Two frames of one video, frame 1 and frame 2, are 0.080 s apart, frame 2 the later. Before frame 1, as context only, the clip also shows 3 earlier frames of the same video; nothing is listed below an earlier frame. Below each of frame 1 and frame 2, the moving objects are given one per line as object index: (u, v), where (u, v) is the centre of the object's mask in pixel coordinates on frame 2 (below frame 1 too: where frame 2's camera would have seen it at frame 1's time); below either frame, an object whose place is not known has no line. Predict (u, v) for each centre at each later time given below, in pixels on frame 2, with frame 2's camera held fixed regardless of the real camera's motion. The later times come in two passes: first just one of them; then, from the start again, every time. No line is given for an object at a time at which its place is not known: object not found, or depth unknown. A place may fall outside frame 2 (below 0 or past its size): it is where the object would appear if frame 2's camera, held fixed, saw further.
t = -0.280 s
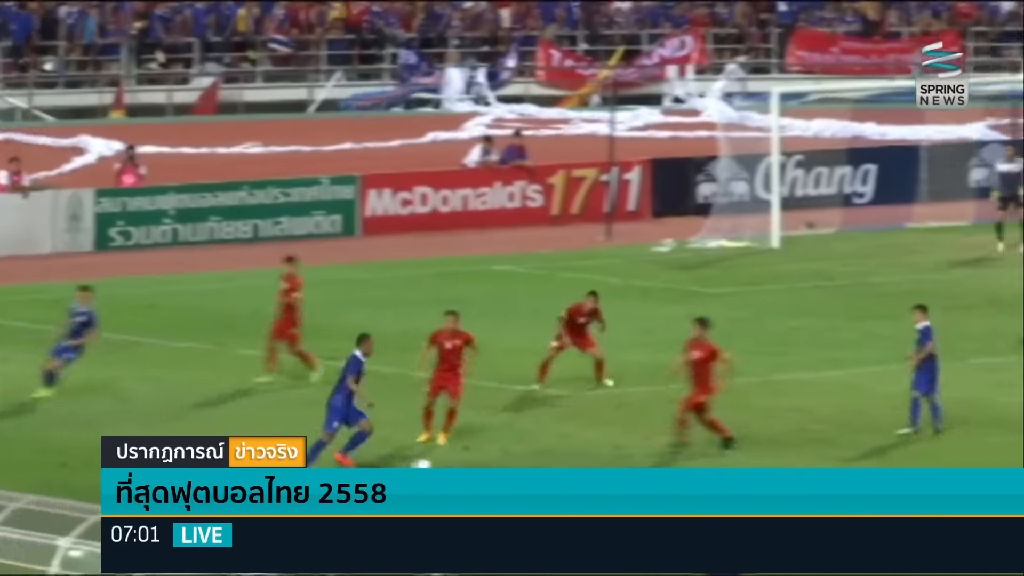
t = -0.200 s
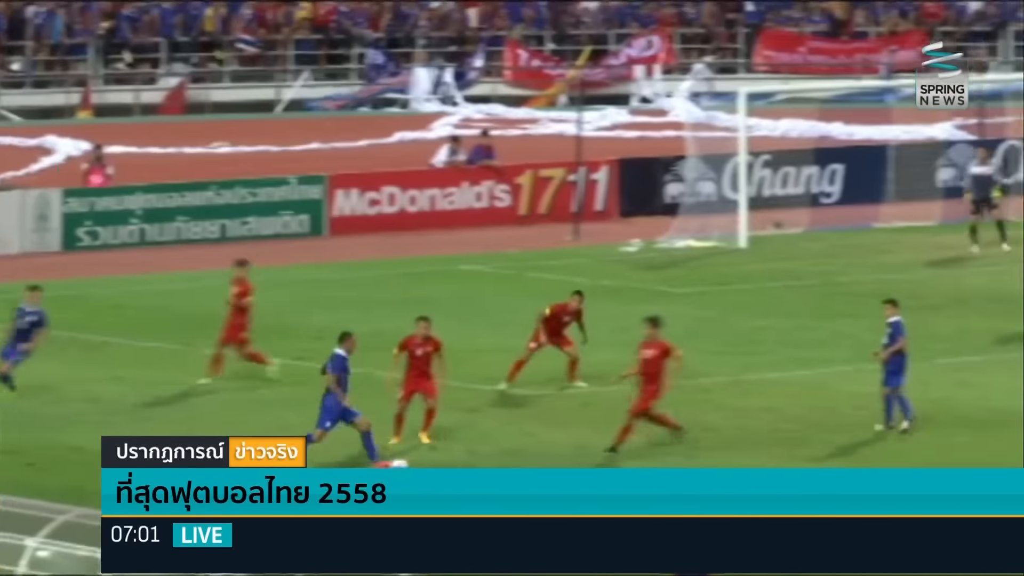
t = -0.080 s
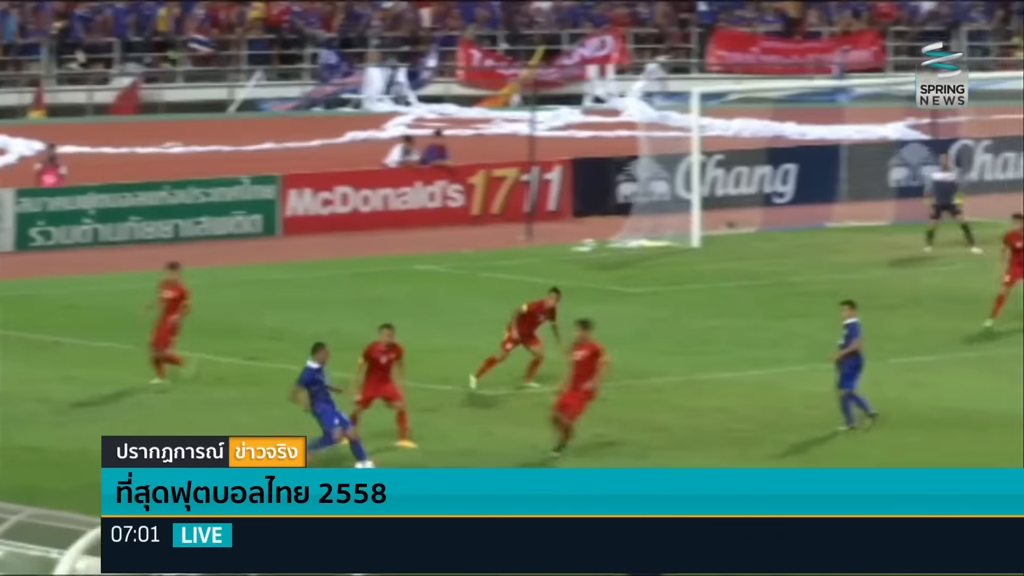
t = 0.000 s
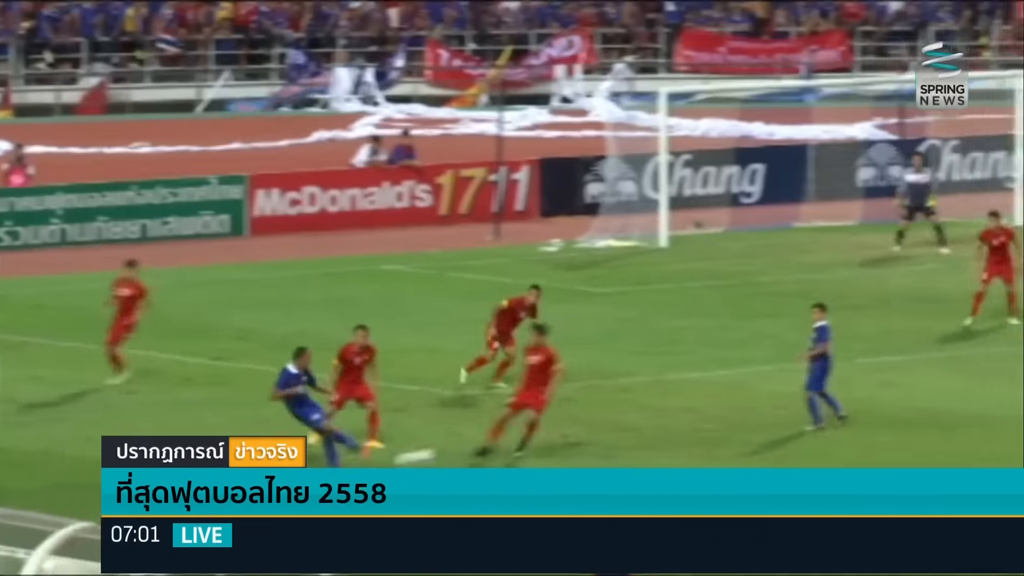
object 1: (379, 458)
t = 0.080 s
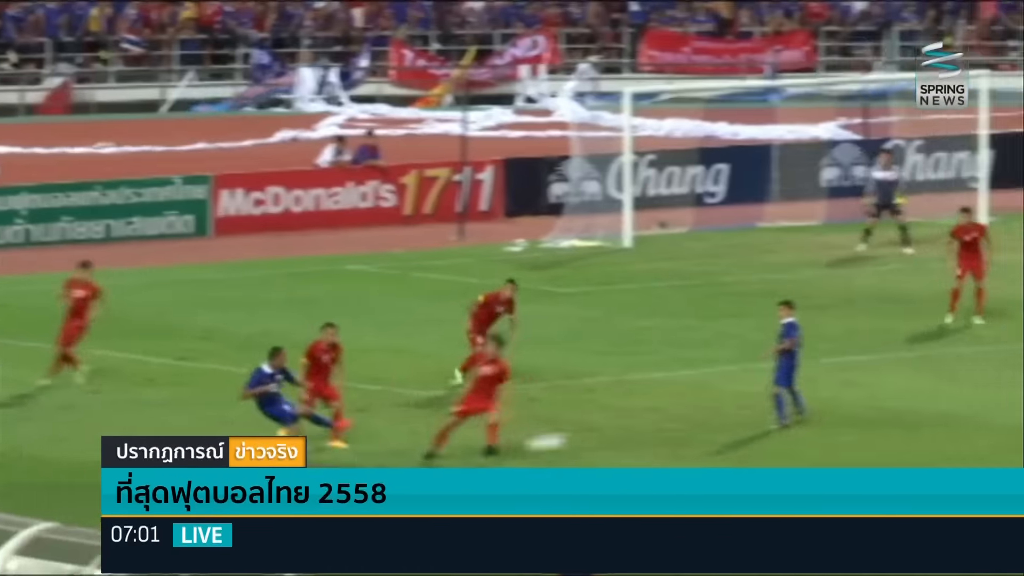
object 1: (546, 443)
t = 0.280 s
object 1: (922, 433)
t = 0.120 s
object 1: (626, 436)
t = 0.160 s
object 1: (701, 432)
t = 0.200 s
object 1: (777, 428)
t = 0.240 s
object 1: (850, 430)
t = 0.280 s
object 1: (922, 433)
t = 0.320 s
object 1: (992, 437)
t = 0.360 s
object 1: (1059, 439)
